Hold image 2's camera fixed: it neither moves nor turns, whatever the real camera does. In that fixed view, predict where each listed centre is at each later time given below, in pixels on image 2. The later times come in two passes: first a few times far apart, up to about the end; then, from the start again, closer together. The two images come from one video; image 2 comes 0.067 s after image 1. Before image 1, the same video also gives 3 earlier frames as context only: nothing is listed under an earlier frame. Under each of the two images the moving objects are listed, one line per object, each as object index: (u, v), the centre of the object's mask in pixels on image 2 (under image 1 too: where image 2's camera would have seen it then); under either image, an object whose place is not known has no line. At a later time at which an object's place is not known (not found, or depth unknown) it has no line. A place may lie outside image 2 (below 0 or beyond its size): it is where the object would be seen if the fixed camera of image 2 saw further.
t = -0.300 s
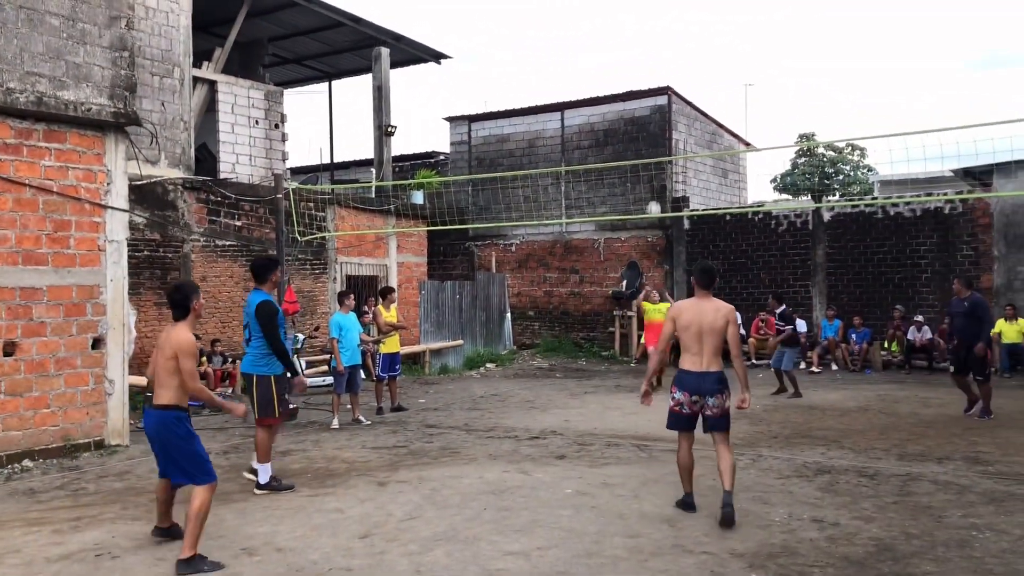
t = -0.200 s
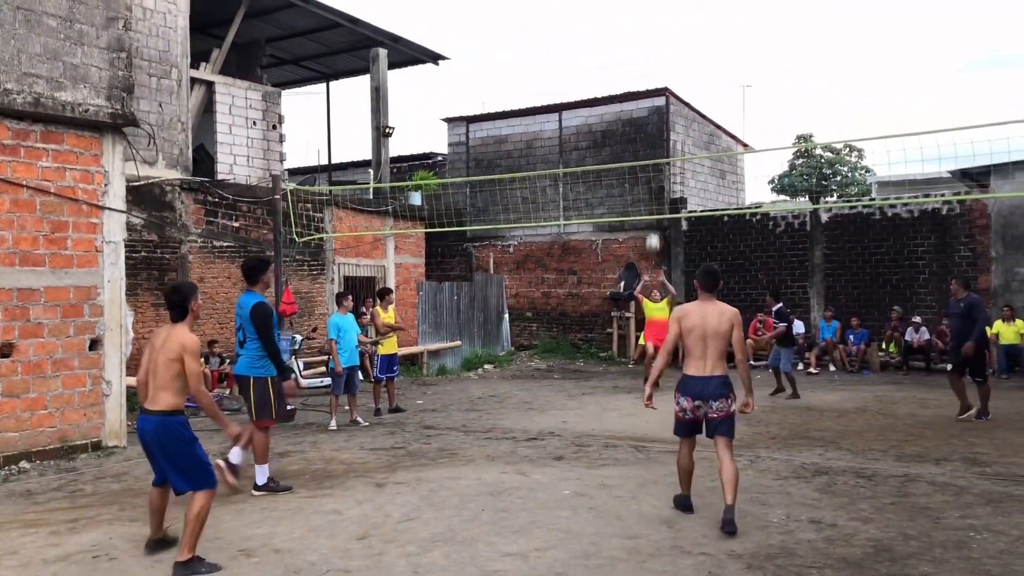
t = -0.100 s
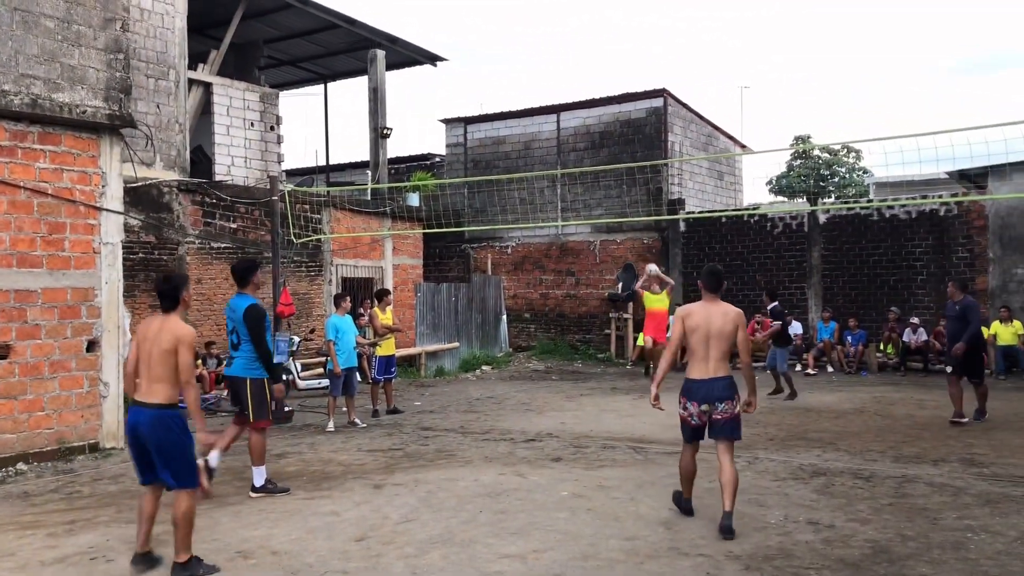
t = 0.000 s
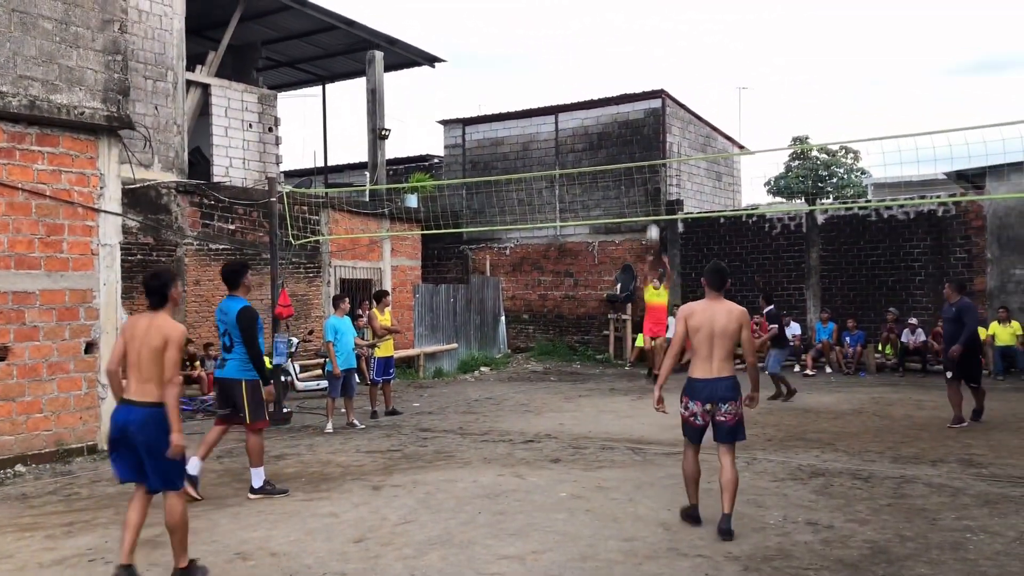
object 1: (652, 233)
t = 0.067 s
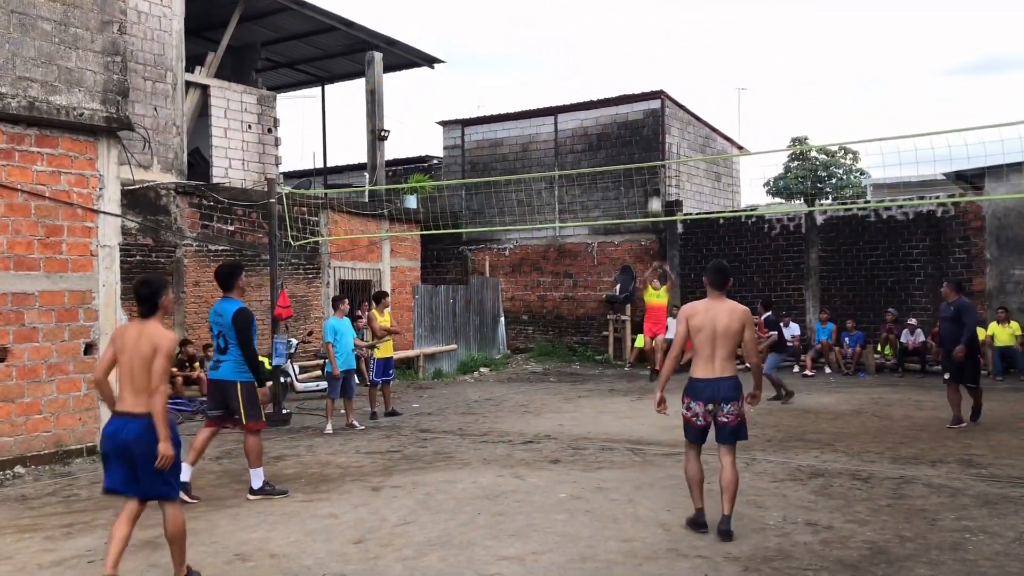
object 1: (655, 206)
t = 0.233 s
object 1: (661, 143)
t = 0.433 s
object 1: (670, 88)
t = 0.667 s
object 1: (682, 51)
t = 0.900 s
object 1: (697, 48)
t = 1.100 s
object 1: (711, 80)
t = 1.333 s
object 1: (730, 165)
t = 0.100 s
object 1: (655, 192)
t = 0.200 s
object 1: (660, 154)
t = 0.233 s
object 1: (661, 143)
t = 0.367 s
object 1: (669, 102)
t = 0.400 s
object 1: (668, 97)
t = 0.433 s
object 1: (670, 88)
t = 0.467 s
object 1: (672, 81)
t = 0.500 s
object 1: (674, 74)
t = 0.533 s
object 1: (675, 69)
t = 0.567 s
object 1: (677, 63)
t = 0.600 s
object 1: (678, 58)
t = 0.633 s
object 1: (680, 54)
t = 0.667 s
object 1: (682, 51)
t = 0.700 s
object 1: (684, 48)
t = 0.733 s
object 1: (686, 46)
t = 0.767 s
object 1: (688, 45)
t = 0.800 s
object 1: (690, 44)
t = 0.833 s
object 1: (692, 45)
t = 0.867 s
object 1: (694, 47)
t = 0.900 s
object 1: (697, 48)
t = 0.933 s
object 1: (699, 51)
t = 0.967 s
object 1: (701, 55)
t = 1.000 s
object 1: (703, 60)
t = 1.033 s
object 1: (706, 66)
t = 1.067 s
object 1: (708, 72)
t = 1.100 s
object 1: (711, 80)
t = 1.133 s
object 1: (713, 89)
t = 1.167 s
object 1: (716, 99)
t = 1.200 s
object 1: (718, 109)
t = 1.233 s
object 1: (722, 121)
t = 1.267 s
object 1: (725, 135)
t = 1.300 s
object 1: (728, 146)
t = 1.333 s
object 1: (730, 165)
